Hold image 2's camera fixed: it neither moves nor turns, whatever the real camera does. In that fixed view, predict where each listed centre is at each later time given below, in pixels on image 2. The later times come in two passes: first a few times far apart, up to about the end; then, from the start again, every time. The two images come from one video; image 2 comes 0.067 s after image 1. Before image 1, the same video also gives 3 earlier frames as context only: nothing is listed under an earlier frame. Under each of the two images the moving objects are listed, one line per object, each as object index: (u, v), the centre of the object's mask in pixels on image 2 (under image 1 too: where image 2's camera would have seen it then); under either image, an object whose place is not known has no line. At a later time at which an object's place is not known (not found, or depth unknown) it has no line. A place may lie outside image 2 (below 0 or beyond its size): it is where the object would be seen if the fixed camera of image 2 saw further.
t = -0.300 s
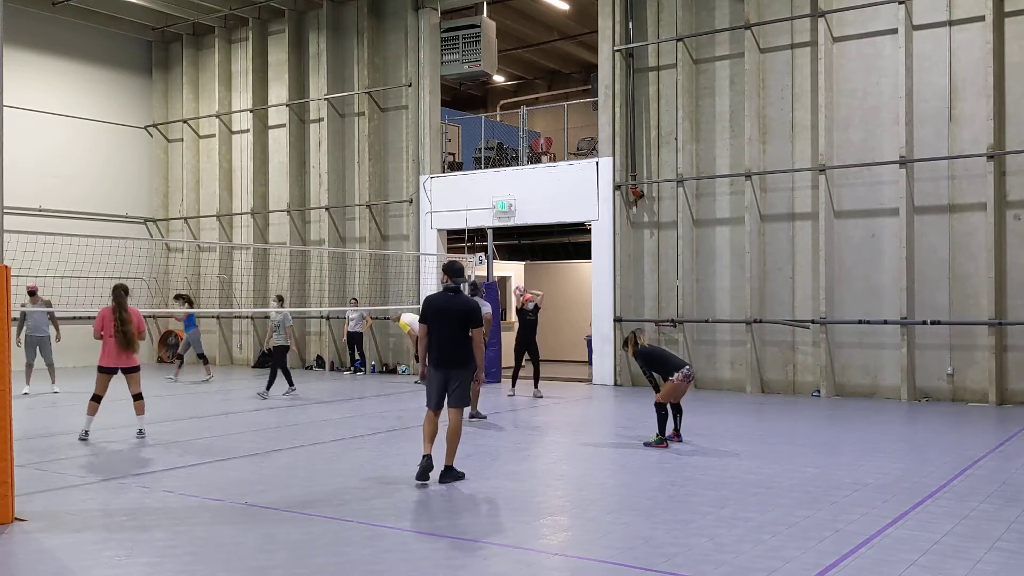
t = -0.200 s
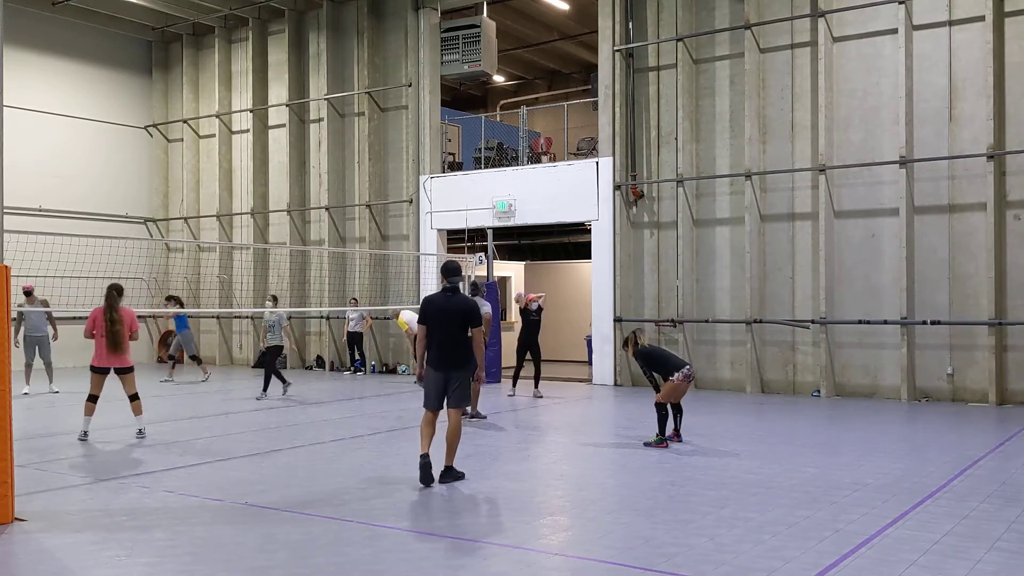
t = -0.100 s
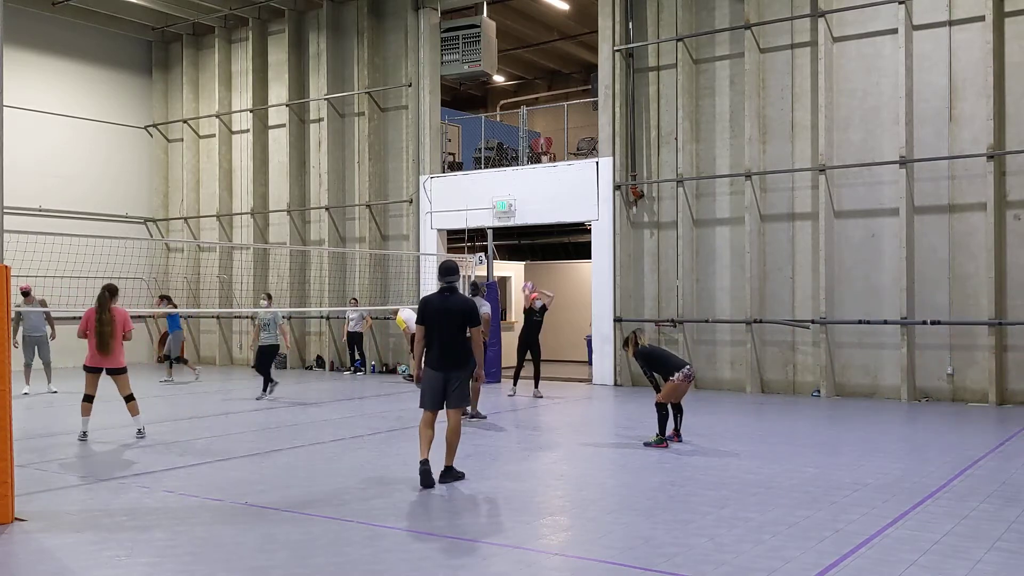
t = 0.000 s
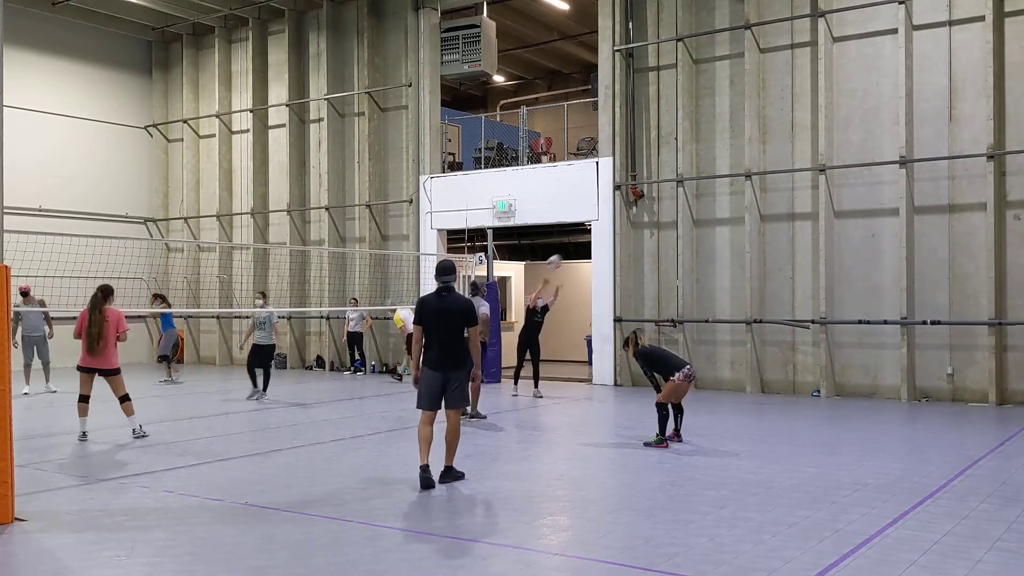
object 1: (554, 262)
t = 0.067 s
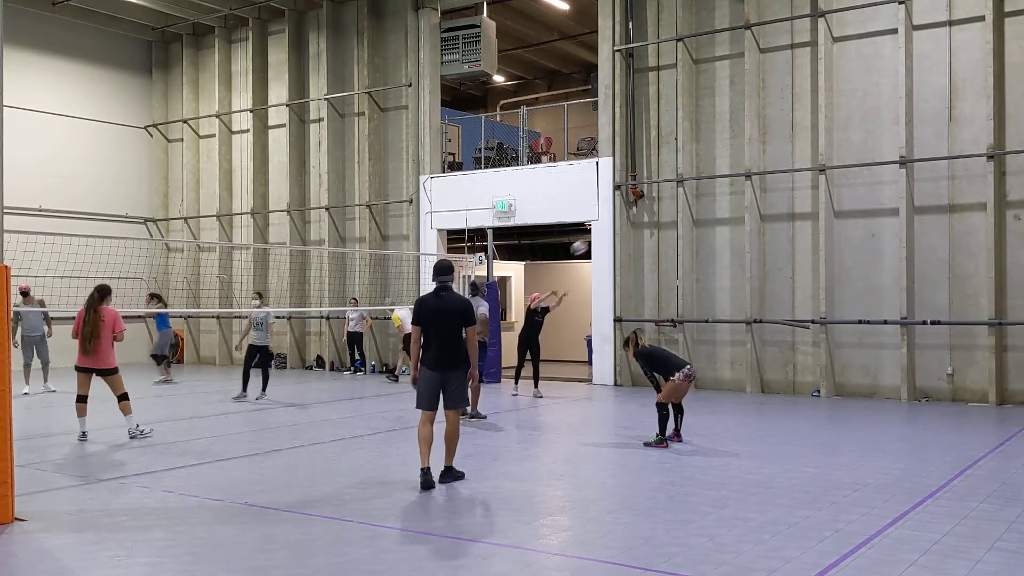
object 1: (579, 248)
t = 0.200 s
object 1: (632, 225)
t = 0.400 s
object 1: (718, 212)
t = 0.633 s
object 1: (835, 234)
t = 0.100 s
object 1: (591, 242)
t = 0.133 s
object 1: (605, 236)
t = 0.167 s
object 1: (618, 230)
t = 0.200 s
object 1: (632, 225)
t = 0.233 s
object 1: (646, 221)
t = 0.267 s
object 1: (660, 217)
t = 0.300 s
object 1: (674, 215)
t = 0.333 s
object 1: (690, 212)
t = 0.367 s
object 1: (704, 211)
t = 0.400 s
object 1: (718, 212)
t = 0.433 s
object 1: (736, 212)
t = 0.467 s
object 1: (752, 212)
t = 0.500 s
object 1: (767, 214)
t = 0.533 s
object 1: (784, 217)
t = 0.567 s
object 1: (801, 222)
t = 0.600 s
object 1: (818, 228)
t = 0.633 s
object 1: (835, 234)
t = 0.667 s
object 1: (854, 241)
